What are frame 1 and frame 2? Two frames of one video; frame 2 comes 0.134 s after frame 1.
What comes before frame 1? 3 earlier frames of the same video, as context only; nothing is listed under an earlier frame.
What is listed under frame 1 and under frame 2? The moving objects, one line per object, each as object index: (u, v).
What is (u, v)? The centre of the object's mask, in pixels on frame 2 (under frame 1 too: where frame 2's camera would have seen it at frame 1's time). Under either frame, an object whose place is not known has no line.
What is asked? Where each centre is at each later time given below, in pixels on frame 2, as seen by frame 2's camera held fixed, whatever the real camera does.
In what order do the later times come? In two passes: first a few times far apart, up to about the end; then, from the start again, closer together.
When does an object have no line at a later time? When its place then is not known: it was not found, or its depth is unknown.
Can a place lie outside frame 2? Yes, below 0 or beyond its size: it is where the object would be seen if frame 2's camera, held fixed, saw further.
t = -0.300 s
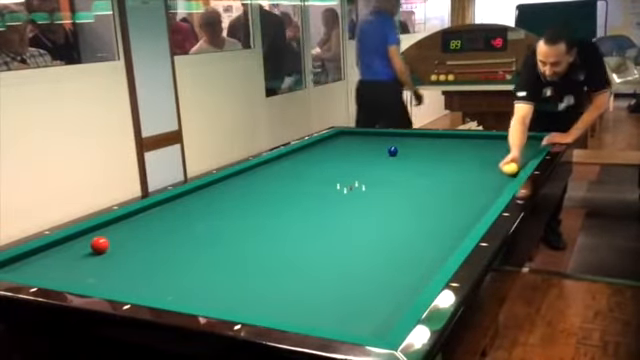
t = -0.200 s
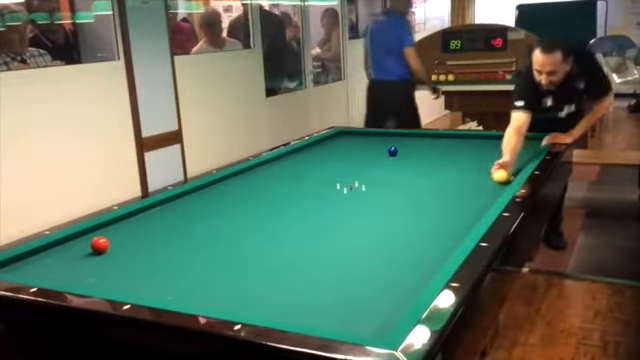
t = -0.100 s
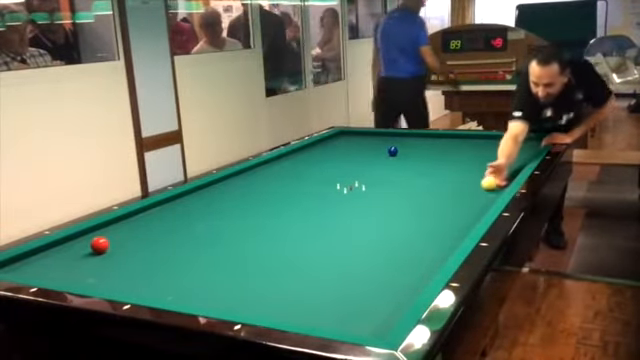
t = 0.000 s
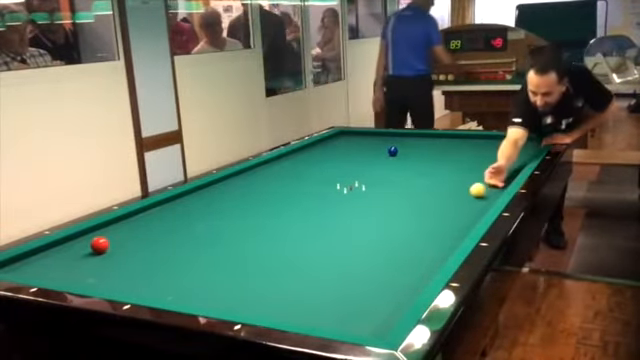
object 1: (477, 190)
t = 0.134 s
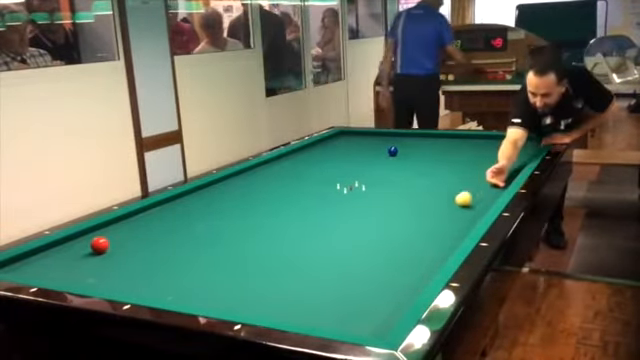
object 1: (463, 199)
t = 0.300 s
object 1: (444, 211)
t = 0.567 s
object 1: (409, 233)
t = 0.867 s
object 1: (358, 265)
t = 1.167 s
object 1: (293, 308)
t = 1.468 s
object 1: (306, 288)
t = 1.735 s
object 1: (324, 267)
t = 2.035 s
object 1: (340, 248)
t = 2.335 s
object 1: (354, 232)
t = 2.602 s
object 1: (365, 220)
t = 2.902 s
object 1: (375, 208)
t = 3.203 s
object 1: (384, 198)
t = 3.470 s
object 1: (391, 190)
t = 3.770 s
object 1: (398, 182)
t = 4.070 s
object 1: (404, 175)
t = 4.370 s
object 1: (409, 168)
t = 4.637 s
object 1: (414, 163)
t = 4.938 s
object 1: (418, 158)
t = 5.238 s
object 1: (422, 153)
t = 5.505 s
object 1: (426, 149)
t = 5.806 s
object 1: (429, 145)
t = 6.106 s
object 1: (432, 142)
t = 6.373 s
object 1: (435, 139)
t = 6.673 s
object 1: (438, 135)
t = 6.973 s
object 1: (436, 135)
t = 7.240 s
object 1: (433, 136)
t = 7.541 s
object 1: (429, 138)
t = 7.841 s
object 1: (425, 139)
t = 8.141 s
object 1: (422, 140)
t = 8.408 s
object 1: (419, 141)
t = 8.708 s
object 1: (416, 143)
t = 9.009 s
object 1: (414, 144)
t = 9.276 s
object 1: (412, 145)
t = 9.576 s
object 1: (410, 145)
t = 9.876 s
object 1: (408, 147)
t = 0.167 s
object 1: (459, 201)
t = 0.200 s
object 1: (456, 204)
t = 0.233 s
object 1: (452, 206)
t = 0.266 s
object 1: (448, 208)
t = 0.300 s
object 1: (444, 211)
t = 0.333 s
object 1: (440, 213)
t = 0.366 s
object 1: (436, 216)
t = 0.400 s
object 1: (432, 219)
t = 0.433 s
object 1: (427, 222)
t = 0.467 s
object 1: (423, 224)
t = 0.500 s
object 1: (418, 227)
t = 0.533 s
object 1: (414, 230)
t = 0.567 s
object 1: (409, 233)
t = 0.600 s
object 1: (404, 237)
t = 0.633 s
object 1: (398, 240)
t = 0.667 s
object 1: (393, 243)
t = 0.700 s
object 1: (388, 247)
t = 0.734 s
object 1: (382, 250)
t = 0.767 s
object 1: (377, 254)
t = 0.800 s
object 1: (371, 258)
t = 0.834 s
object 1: (364, 262)
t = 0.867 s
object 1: (358, 265)
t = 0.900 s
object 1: (352, 269)
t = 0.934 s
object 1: (345, 274)
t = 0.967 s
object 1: (339, 278)
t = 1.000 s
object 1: (331, 283)
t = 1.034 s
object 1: (324, 288)
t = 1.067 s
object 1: (317, 292)
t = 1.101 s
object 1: (309, 297)
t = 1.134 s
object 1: (301, 302)
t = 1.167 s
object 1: (293, 308)
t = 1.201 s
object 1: (284, 312)
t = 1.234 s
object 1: (279, 313)
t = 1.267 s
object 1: (283, 310)
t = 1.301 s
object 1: (288, 307)
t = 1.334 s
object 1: (293, 303)
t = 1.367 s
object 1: (296, 298)
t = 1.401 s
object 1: (300, 295)
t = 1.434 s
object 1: (303, 291)
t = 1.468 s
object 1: (306, 288)
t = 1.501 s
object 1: (309, 284)
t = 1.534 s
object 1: (311, 282)
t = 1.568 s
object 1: (314, 280)
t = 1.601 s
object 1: (316, 277)
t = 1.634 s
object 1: (318, 275)
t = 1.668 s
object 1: (320, 272)
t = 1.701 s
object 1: (322, 270)
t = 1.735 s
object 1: (324, 267)
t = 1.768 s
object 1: (326, 265)
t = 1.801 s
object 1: (328, 263)
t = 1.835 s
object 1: (330, 260)
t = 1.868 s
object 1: (331, 258)
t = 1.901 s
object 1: (334, 256)
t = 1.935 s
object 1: (336, 254)
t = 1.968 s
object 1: (337, 252)
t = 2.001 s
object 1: (339, 250)
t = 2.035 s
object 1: (340, 248)
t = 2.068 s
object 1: (342, 246)
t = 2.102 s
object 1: (344, 244)
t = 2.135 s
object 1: (346, 243)
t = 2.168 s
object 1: (347, 241)
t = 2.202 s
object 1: (349, 239)
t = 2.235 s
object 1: (350, 237)
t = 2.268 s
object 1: (352, 235)
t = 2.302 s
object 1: (353, 234)
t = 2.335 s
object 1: (354, 232)
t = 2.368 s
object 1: (355, 230)
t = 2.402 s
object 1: (357, 229)
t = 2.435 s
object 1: (358, 227)
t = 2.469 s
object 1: (360, 226)
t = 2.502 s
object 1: (361, 224)
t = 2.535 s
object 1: (362, 223)
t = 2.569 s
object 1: (363, 221)
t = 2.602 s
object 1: (365, 220)
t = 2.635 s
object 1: (366, 219)
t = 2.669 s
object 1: (367, 217)
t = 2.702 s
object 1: (368, 216)
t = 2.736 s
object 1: (369, 214)
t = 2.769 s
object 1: (370, 213)
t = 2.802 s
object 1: (372, 212)
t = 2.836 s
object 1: (373, 210)
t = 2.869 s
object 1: (374, 209)
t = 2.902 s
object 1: (375, 208)
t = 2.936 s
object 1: (376, 207)
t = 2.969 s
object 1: (377, 206)
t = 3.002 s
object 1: (378, 204)
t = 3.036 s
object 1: (379, 203)
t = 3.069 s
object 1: (380, 202)
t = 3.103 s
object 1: (381, 201)
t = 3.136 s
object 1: (382, 200)
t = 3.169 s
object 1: (383, 199)
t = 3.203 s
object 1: (384, 198)
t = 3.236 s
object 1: (385, 197)
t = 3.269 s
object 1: (386, 196)
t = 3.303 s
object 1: (386, 195)
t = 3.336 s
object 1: (387, 194)
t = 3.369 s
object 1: (388, 193)
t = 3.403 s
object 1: (389, 192)
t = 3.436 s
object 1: (390, 191)
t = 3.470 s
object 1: (391, 190)
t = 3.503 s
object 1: (392, 189)
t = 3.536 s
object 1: (392, 188)
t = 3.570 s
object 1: (393, 187)
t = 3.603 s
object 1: (394, 186)
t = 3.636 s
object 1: (395, 185)
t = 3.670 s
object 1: (396, 184)
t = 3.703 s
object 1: (396, 183)
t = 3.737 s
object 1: (397, 182)
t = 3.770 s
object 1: (398, 182)
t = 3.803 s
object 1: (398, 181)
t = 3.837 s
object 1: (399, 180)
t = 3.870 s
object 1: (400, 179)
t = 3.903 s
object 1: (400, 178)
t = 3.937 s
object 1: (401, 178)
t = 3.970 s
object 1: (402, 177)
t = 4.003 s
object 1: (402, 176)
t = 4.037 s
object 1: (403, 175)
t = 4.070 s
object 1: (404, 175)
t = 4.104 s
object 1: (404, 174)
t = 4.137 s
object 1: (405, 173)
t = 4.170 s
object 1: (406, 172)
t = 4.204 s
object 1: (406, 172)
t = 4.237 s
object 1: (407, 171)
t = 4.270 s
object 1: (408, 170)
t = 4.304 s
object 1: (408, 170)
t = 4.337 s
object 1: (409, 169)
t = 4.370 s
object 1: (409, 168)
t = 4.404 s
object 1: (410, 167)
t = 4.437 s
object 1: (410, 167)
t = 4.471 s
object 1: (411, 166)
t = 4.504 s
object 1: (411, 166)
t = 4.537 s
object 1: (412, 165)
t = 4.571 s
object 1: (412, 164)
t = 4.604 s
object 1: (413, 163)
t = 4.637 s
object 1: (414, 163)
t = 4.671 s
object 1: (414, 162)
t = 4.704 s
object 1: (415, 162)
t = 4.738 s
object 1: (415, 161)
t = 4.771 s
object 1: (416, 161)
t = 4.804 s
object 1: (416, 160)
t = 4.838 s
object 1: (417, 159)
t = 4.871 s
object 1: (417, 159)
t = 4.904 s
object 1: (417, 158)
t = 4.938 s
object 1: (418, 158)
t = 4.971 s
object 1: (419, 157)
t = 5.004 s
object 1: (419, 157)
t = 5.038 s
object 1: (419, 156)
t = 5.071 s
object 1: (420, 156)
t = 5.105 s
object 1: (421, 155)
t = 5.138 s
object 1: (421, 155)
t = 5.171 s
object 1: (421, 154)
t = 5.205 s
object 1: (422, 154)
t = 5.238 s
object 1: (422, 153)
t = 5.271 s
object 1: (423, 153)
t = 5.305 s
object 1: (423, 152)
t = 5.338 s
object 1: (423, 152)
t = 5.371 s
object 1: (424, 151)
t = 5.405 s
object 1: (424, 151)
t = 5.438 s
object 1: (425, 150)
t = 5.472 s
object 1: (425, 150)
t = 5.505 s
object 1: (426, 149)
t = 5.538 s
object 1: (426, 149)
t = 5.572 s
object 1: (427, 148)
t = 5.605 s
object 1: (427, 148)
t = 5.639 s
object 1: (427, 147)
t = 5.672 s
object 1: (428, 147)
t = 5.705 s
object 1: (428, 146)
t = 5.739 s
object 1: (429, 146)
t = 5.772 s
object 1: (429, 146)
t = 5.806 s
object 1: (429, 145)
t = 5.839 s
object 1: (430, 145)
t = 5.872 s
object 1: (430, 144)
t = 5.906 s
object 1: (430, 144)
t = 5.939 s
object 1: (431, 144)
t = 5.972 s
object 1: (431, 143)
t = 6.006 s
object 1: (431, 143)
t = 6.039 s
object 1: (432, 143)
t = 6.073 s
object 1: (432, 142)
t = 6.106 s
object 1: (432, 142)
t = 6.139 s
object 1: (432, 142)
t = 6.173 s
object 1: (433, 141)
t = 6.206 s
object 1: (433, 140)
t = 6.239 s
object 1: (434, 140)
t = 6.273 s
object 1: (434, 140)
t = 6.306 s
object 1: (434, 139)
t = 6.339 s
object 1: (434, 139)
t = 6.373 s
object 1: (435, 139)
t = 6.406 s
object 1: (435, 138)
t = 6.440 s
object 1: (436, 138)
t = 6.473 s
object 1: (436, 138)
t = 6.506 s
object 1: (436, 137)
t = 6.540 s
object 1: (436, 137)
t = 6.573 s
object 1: (437, 137)
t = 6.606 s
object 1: (437, 136)
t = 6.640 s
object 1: (437, 136)
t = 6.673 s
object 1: (438, 135)
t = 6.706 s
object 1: (438, 135)
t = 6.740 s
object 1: (438, 135)
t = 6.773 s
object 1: (438, 135)
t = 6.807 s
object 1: (439, 135)
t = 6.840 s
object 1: (438, 135)
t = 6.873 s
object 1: (438, 135)
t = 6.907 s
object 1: (437, 135)
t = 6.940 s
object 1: (437, 135)
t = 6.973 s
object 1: (436, 135)
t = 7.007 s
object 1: (436, 135)
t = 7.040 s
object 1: (435, 135)
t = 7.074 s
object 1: (435, 135)
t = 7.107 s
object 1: (434, 136)
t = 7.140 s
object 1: (434, 136)
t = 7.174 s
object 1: (434, 136)
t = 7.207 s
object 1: (433, 136)
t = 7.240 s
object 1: (433, 136)
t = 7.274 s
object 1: (432, 137)
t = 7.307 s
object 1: (432, 137)
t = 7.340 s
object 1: (431, 137)
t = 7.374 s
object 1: (431, 137)
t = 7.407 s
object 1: (431, 137)
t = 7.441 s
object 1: (430, 137)
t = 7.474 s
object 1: (430, 137)
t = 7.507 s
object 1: (429, 137)
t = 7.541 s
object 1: (429, 138)
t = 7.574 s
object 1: (428, 138)
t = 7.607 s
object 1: (428, 138)
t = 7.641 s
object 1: (427, 138)
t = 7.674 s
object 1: (427, 138)
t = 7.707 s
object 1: (427, 138)
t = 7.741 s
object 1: (426, 139)
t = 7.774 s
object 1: (426, 139)
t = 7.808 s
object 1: (425, 139)
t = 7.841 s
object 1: (425, 139)
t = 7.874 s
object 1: (425, 139)
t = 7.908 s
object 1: (424, 139)
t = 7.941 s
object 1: (424, 139)
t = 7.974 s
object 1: (424, 139)
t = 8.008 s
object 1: (423, 140)
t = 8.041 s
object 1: (423, 140)
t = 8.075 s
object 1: (423, 140)
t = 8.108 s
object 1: (422, 140)
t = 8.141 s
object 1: (422, 140)
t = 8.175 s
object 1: (422, 141)
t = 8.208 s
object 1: (421, 141)
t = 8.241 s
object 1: (421, 141)
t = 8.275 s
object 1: (421, 141)
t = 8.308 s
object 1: (420, 141)
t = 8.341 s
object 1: (420, 141)
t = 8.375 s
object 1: (420, 141)
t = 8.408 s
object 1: (419, 141)
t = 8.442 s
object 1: (419, 142)
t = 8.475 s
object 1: (419, 142)
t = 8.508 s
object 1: (418, 142)
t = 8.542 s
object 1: (418, 142)
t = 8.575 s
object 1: (418, 142)
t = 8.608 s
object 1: (417, 142)
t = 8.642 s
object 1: (417, 143)
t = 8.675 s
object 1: (417, 143)
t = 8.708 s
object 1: (416, 143)
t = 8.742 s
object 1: (416, 143)
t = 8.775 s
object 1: (416, 143)
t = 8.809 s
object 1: (416, 143)
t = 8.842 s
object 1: (415, 143)
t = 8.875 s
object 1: (415, 143)
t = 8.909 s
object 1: (415, 144)
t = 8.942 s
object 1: (415, 144)
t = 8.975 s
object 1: (414, 144)
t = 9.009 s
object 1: (414, 144)
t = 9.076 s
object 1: (413, 144)
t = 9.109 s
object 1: (413, 144)
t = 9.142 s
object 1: (413, 144)
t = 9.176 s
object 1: (413, 144)
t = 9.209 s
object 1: (412, 144)
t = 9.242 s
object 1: (412, 144)
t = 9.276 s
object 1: (412, 145)
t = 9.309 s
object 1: (412, 145)
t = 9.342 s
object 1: (412, 145)
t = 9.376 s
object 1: (411, 145)
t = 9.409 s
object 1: (411, 145)
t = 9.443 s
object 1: (410, 145)
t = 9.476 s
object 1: (410, 145)
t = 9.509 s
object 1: (410, 145)
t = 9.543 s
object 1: (410, 145)
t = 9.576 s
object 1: (410, 145)
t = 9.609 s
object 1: (409, 146)
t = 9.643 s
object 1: (409, 146)
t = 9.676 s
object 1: (409, 146)
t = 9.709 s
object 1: (409, 146)
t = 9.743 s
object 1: (409, 146)
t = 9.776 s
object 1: (409, 146)
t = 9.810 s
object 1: (408, 146)
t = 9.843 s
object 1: (408, 146)
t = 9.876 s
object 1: (408, 147)
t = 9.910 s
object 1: (408, 147)
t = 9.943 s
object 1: (408, 147)
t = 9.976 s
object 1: (407, 147)
